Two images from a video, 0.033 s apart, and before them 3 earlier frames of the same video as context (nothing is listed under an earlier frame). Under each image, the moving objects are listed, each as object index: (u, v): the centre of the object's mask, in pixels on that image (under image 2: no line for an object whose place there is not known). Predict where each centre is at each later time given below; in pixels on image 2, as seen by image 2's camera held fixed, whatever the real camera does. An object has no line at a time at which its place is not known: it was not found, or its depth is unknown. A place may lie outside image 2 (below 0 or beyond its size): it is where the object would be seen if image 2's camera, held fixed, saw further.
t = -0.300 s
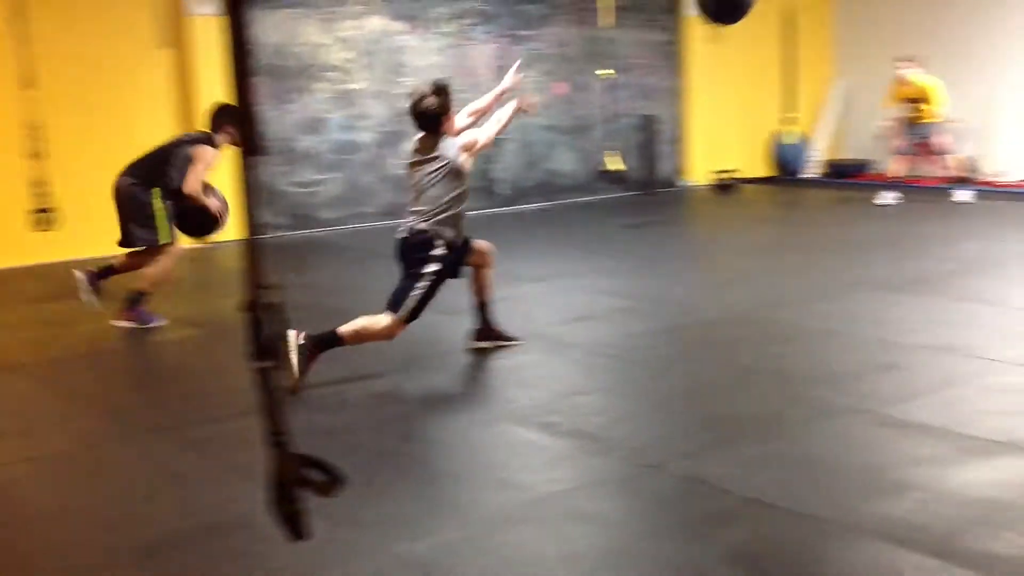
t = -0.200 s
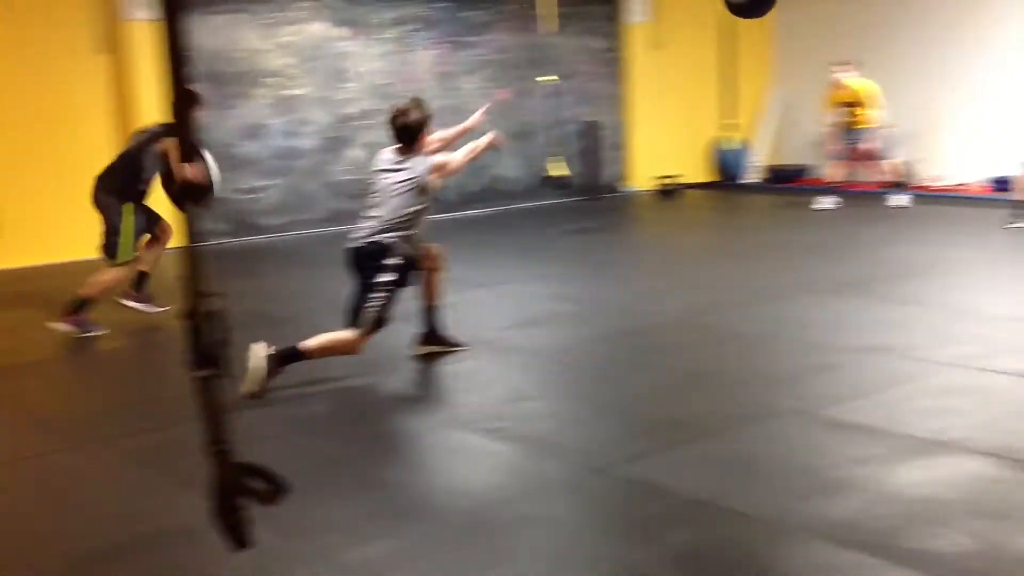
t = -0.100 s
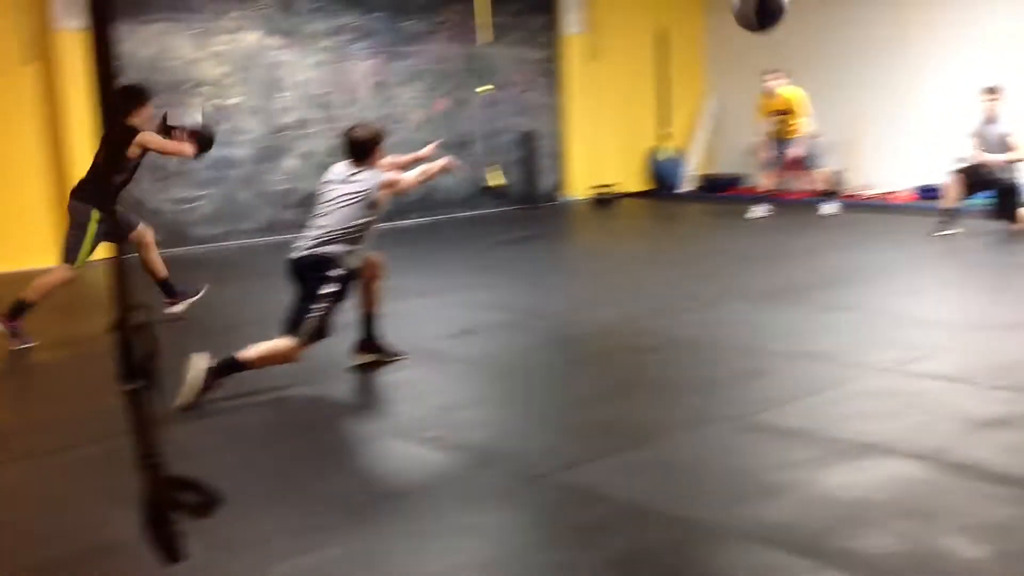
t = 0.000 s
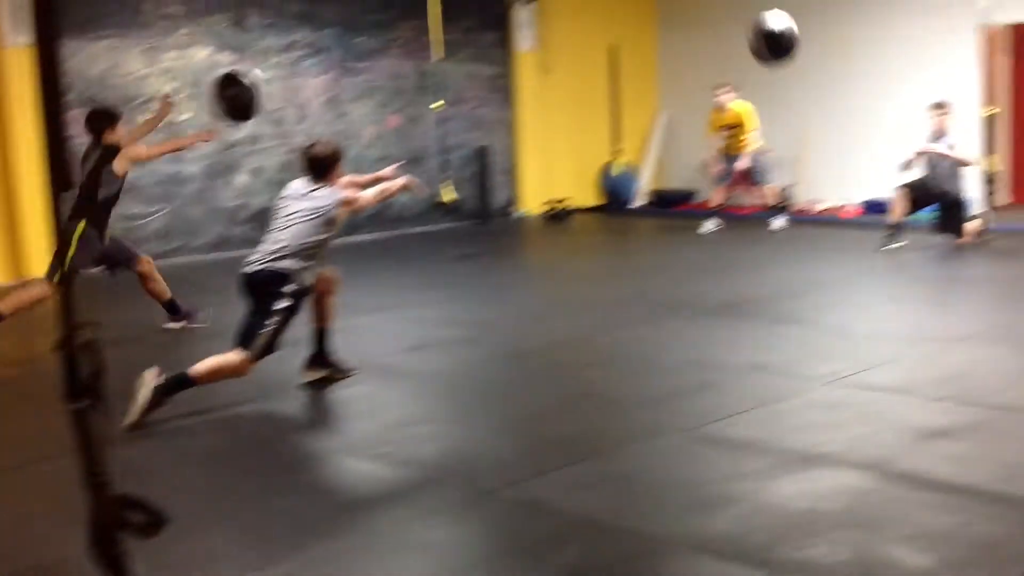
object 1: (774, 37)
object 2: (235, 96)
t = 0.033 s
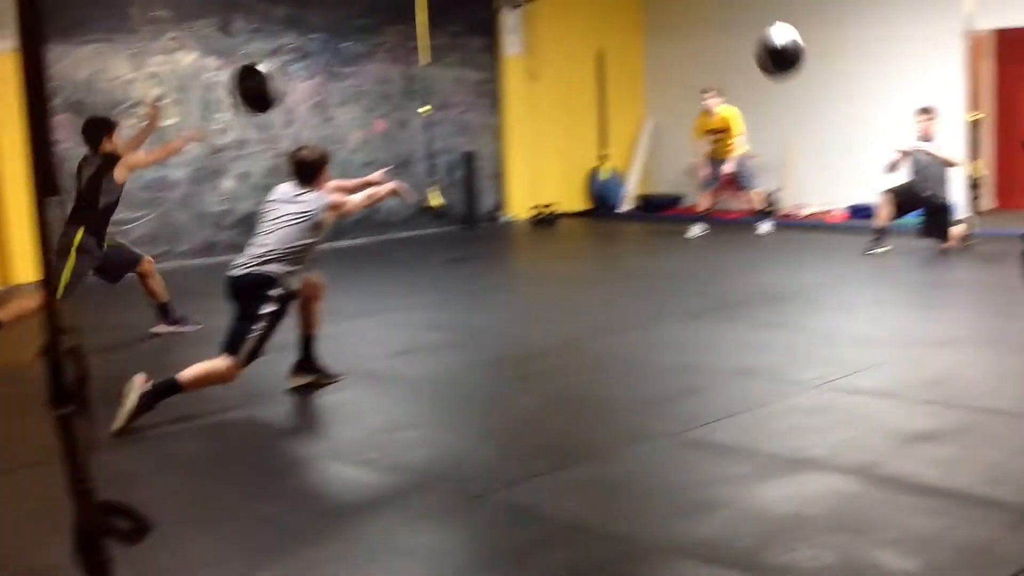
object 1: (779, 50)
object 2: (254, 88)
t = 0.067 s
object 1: (797, 60)
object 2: (288, 72)
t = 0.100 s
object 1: (812, 70)
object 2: (317, 63)
